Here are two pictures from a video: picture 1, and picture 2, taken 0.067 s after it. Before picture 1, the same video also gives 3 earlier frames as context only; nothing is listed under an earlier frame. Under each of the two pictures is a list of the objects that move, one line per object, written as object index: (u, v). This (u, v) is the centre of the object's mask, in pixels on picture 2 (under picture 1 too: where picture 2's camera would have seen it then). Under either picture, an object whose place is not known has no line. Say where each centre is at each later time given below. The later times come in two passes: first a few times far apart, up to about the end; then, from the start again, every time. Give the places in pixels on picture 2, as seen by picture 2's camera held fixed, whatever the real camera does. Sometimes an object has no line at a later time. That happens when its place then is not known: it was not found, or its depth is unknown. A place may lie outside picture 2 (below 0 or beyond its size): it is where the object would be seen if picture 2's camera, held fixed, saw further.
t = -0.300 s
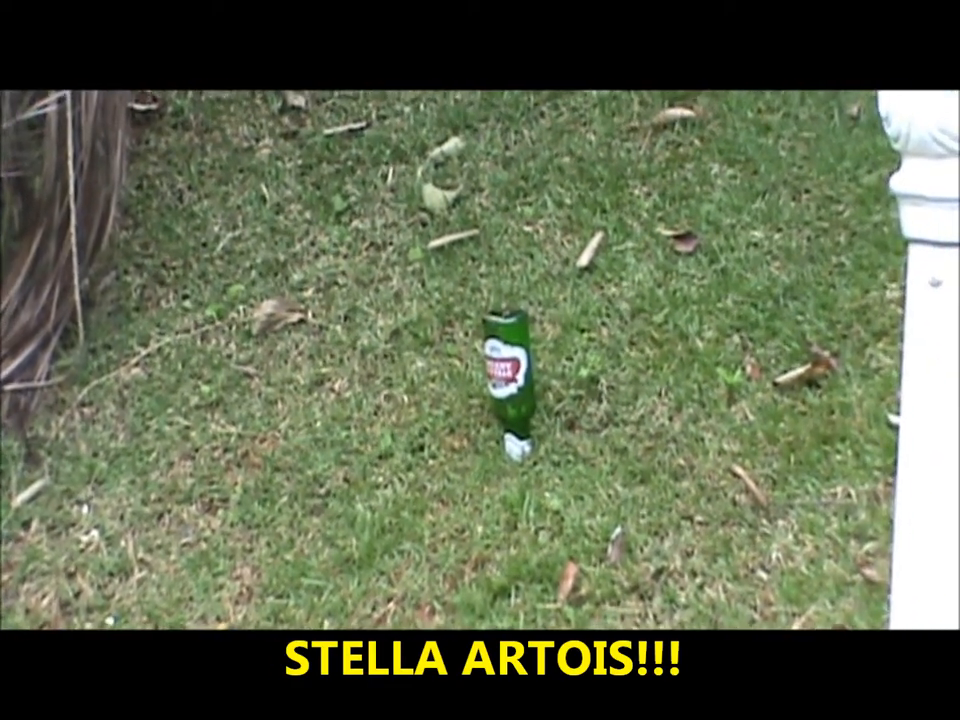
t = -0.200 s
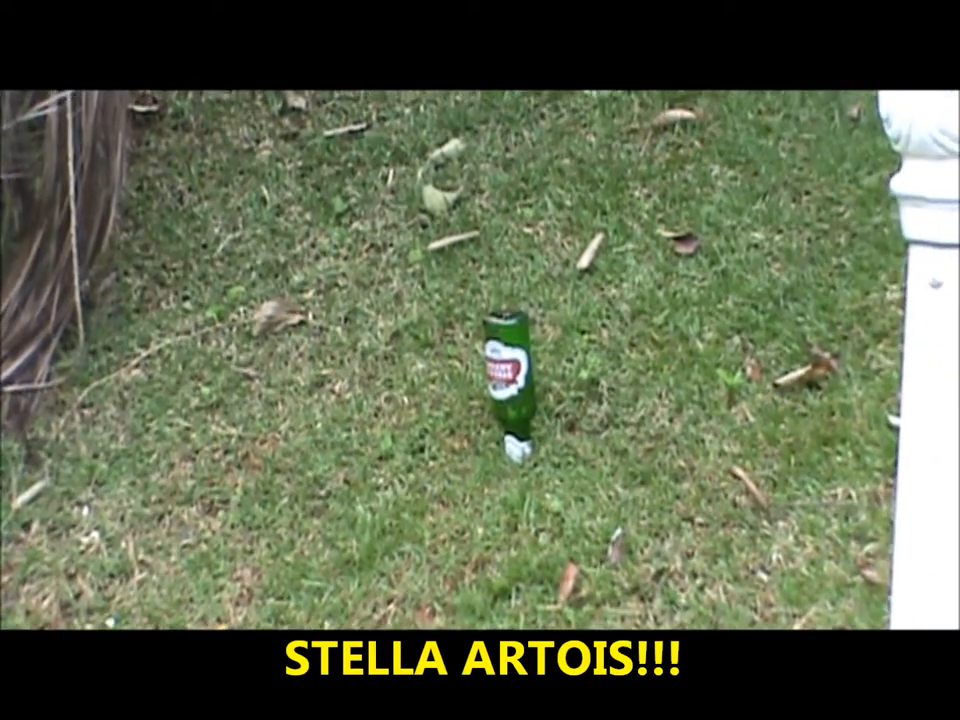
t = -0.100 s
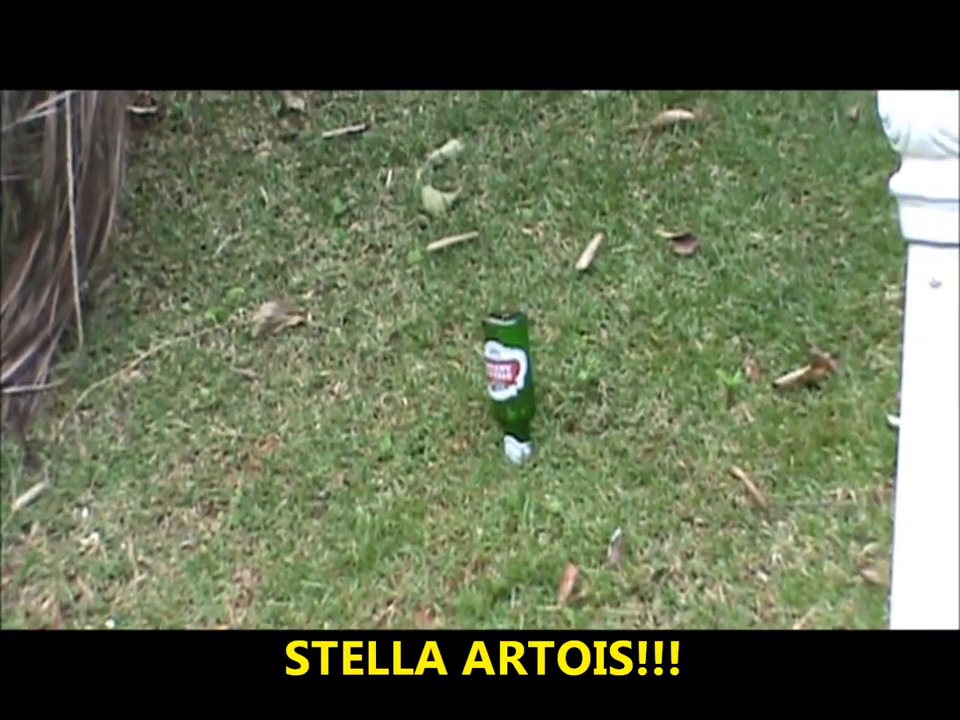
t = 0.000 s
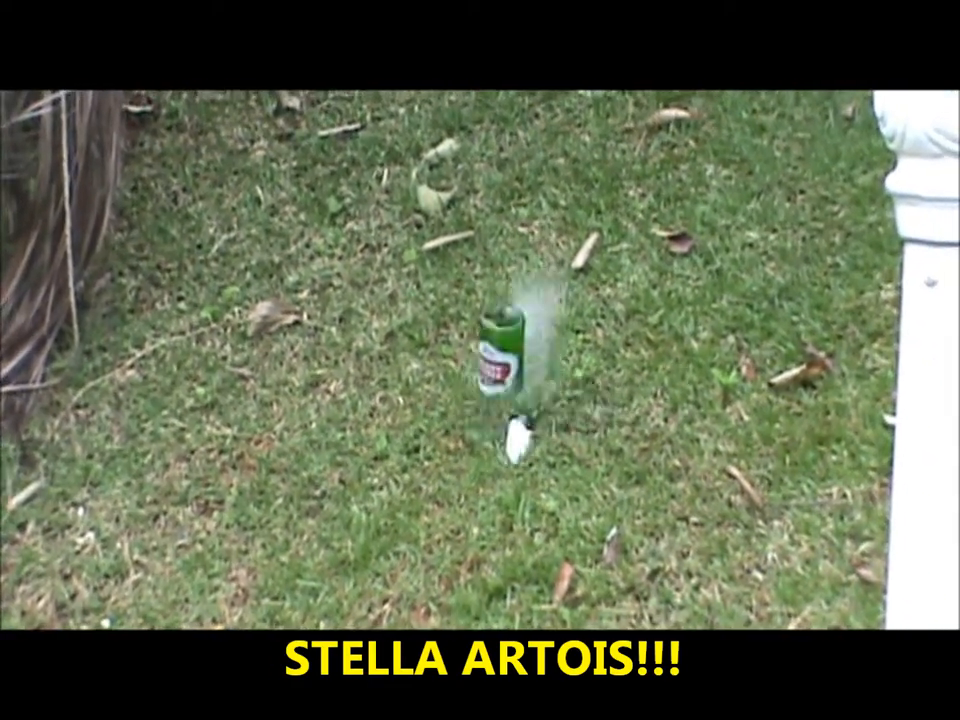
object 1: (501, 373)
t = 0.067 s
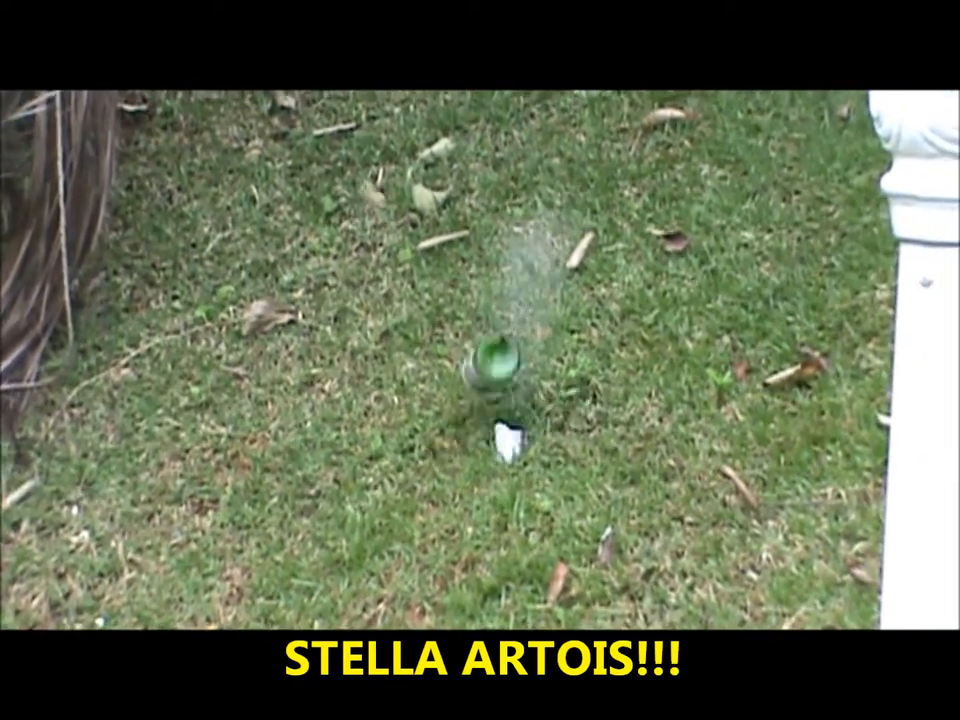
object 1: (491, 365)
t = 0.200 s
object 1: (475, 410)
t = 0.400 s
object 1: (411, 447)
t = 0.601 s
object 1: (334, 529)
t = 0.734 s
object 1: (281, 619)
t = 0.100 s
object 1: (495, 402)
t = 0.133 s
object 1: (490, 405)
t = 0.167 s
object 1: (483, 405)
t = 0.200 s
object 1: (475, 410)
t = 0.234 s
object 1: (466, 418)
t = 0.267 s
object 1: (449, 419)
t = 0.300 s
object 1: (454, 429)
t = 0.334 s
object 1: (432, 430)
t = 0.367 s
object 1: (423, 435)
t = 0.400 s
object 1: (411, 447)
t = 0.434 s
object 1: (400, 462)
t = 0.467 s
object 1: (391, 477)
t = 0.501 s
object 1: (374, 500)
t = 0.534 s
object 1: (358, 520)
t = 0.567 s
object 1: (345, 525)
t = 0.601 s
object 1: (334, 529)
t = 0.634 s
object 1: (321, 540)
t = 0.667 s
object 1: (308, 562)
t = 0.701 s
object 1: (293, 593)
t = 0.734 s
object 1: (281, 619)
